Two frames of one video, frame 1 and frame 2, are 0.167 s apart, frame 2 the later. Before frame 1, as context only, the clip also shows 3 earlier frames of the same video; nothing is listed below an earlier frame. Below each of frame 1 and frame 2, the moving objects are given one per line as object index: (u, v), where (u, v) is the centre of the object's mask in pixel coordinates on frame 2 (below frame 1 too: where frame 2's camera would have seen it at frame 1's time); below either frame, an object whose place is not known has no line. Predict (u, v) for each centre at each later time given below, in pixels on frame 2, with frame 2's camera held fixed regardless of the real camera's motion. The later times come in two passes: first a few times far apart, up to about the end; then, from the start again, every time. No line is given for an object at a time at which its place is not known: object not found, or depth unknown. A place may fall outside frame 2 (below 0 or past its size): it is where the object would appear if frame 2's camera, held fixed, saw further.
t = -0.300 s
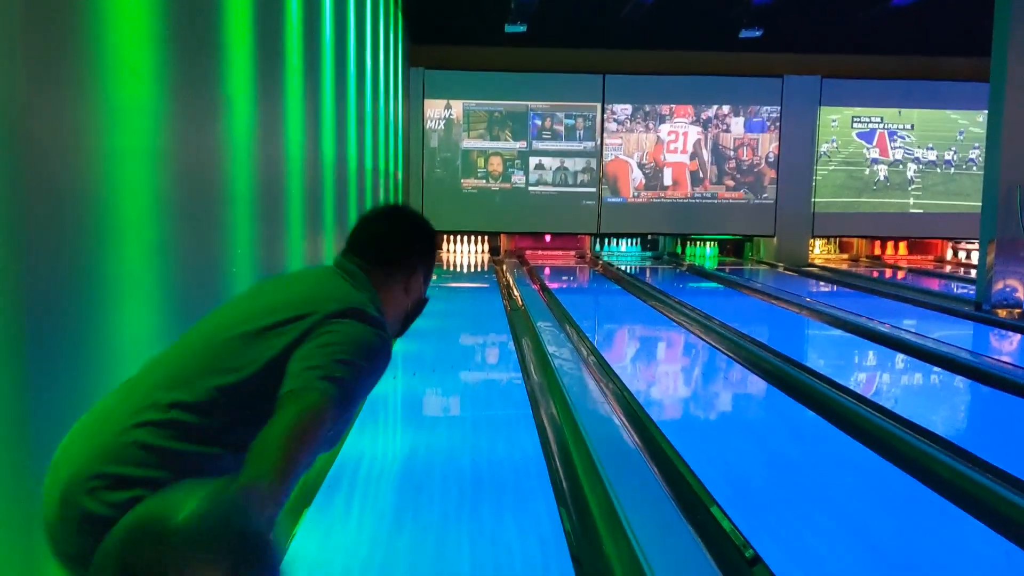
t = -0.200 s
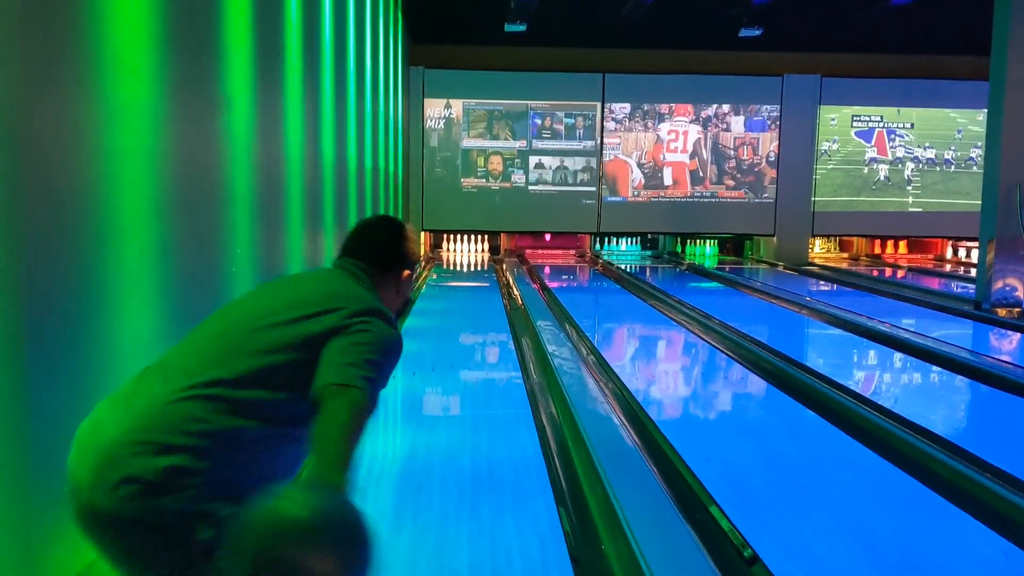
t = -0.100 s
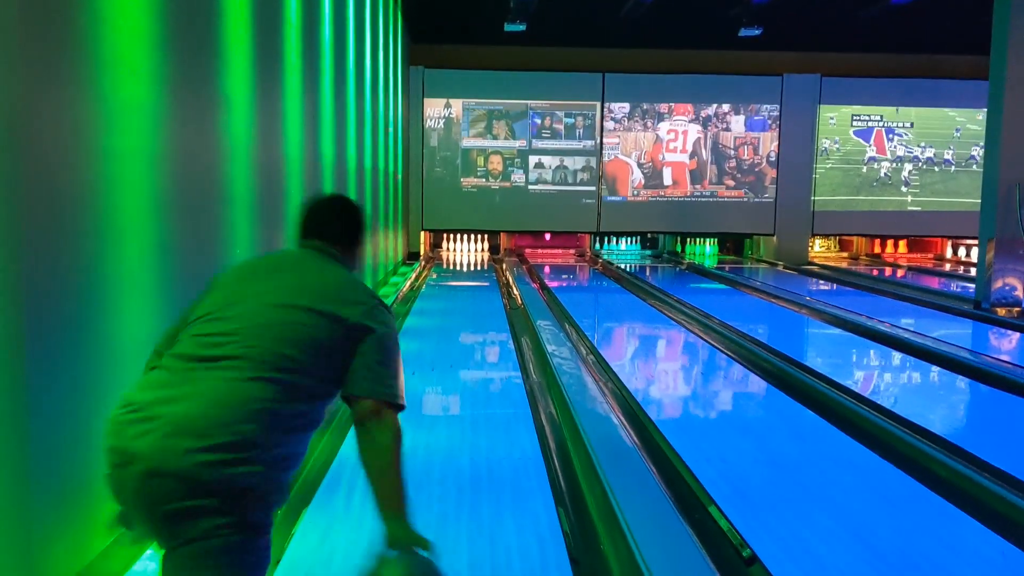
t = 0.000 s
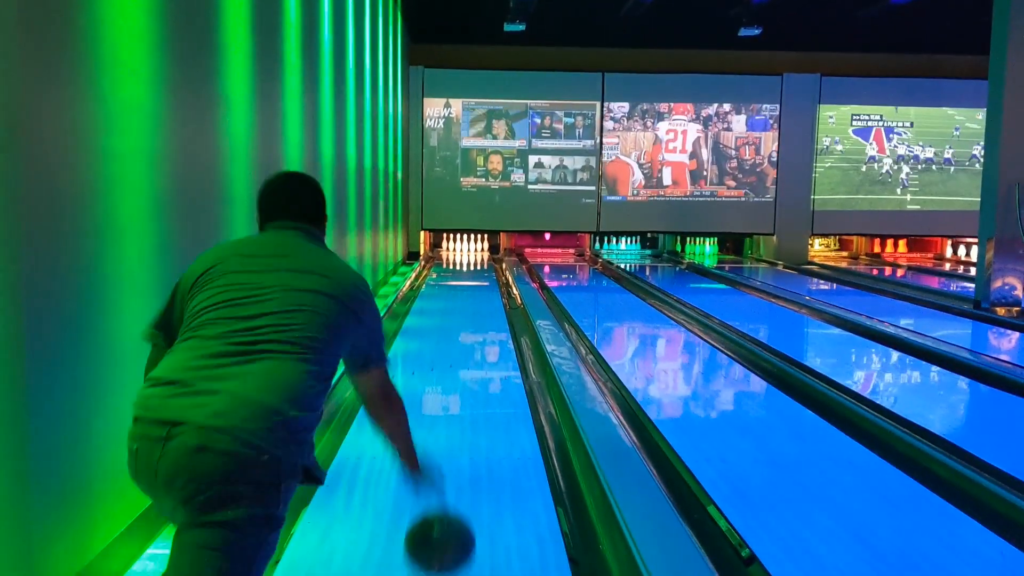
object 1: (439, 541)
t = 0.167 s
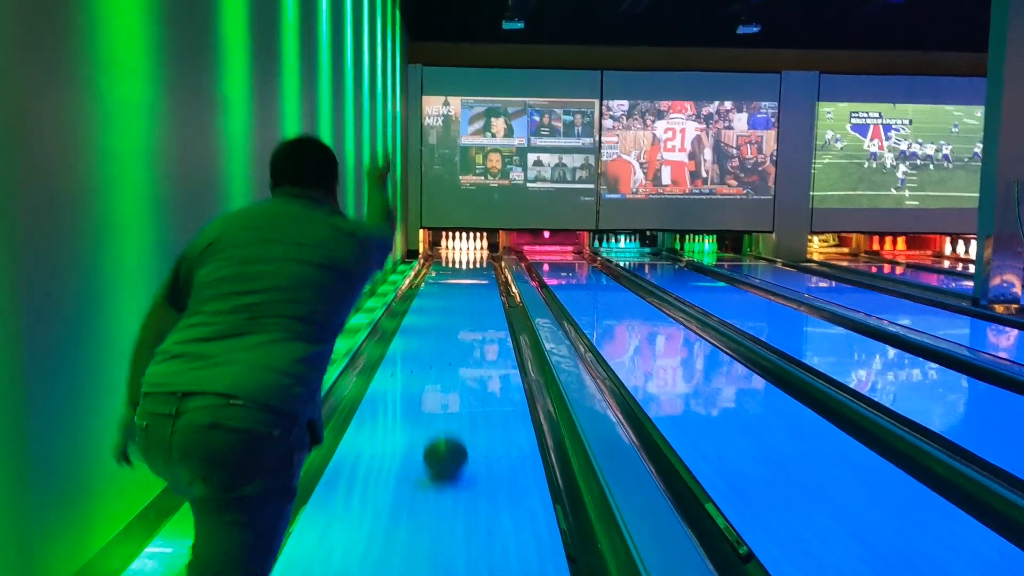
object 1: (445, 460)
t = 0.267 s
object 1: (447, 412)
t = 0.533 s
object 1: (451, 339)
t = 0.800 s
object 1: (452, 303)
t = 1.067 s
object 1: (453, 282)
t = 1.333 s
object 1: (453, 266)
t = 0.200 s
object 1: (446, 441)
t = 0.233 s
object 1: (447, 426)
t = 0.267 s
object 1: (447, 412)
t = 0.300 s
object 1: (448, 399)
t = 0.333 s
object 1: (449, 388)
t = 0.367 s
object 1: (449, 378)
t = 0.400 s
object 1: (450, 368)
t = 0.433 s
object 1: (450, 360)
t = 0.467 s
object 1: (450, 353)
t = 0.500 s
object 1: (451, 346)
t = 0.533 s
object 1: (451, 339)
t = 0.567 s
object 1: (451, 333)
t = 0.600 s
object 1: (451, 328)
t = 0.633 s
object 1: (452, 323)
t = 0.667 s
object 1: (452, 319)
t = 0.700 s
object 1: (452, 314)
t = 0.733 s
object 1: (452, 311)
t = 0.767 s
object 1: (452, 307)
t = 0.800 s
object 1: (452, 303)
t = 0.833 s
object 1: (452, 300)
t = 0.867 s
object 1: (452, 297)
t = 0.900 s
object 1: (453, 294)
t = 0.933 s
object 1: (453, 292)
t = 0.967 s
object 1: (453, 288)
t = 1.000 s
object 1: (453, 286)
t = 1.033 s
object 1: (453, 284)
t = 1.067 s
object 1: (453, 282)
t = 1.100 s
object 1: (453, 279)
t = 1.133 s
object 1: (453, 277)
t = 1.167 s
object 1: (453, 275)
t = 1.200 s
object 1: (453, 273)
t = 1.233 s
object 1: (453, 271)
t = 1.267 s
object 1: (453, 270)
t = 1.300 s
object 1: (453, 268)
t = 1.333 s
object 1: (453, 266)
